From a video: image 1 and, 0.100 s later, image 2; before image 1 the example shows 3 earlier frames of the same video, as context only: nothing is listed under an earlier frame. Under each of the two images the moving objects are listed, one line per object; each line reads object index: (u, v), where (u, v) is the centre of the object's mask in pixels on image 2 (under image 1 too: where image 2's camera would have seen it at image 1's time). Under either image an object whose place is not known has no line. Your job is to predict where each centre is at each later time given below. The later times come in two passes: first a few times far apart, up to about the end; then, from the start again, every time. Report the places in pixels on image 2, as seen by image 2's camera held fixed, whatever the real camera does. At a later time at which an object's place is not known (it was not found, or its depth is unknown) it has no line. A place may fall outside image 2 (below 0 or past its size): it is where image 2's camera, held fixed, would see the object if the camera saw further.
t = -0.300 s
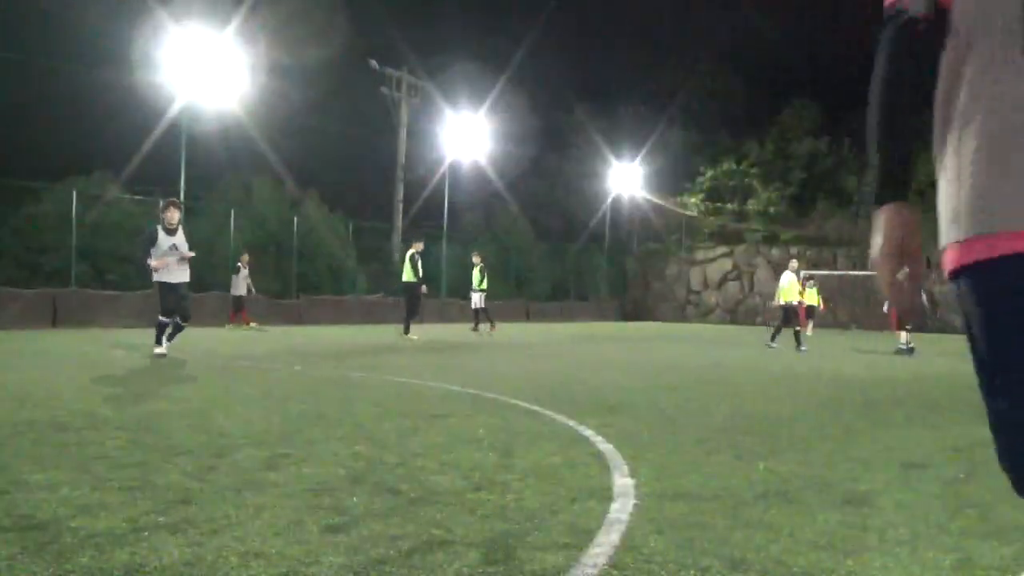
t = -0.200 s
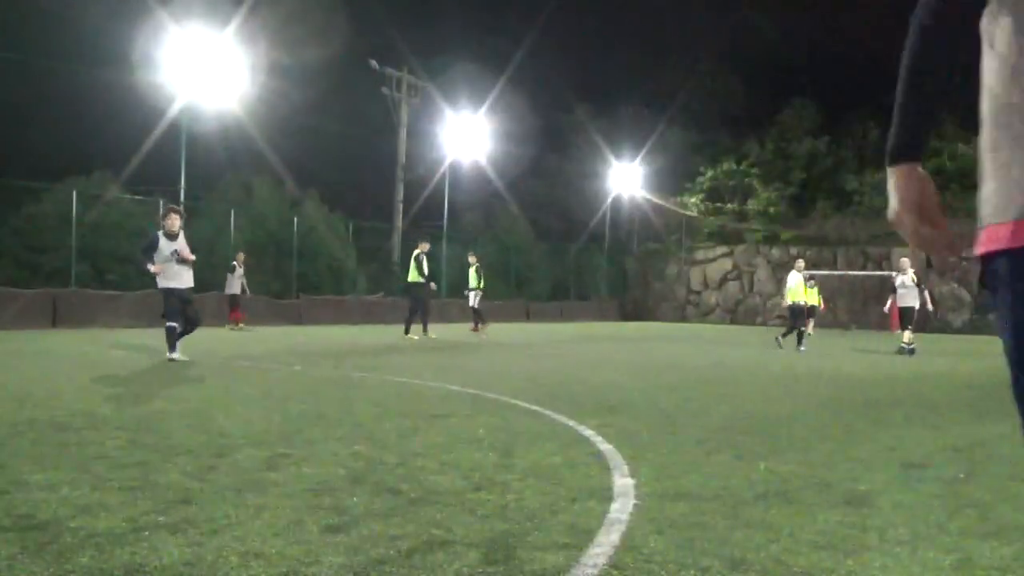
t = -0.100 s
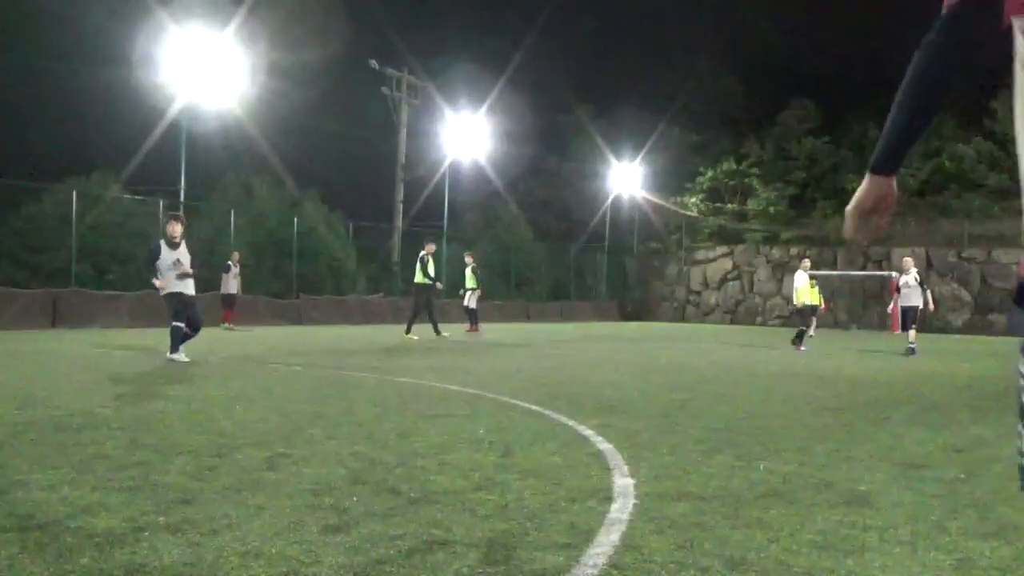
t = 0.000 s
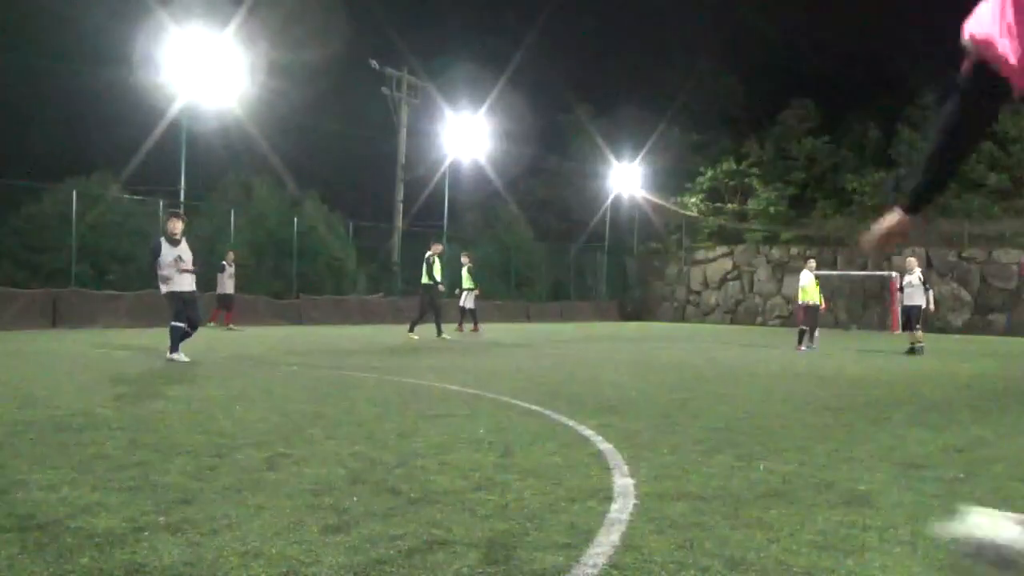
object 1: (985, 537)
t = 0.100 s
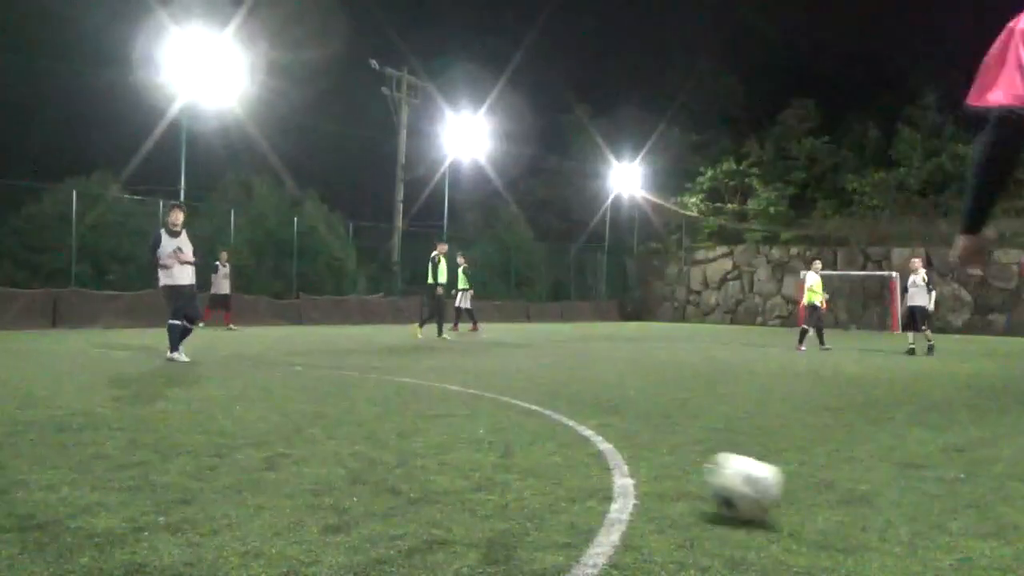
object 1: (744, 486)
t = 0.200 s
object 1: (601, 452)
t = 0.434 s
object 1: (427, 406)
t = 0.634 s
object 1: (352, 389)
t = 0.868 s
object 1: (292, 375)
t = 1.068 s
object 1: (254, 366)
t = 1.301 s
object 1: (218, 357)
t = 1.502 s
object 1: (192, 353)
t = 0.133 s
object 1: (689, 473)
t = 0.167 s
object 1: (640, 463)
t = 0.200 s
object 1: (601, 452)
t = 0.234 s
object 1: (565, 439)
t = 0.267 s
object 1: (537, 430)
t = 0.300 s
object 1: (508, 427)
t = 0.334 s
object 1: (485, 420)
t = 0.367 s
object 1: (464, 413)
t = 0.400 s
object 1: (444, 409)
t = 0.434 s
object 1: (427, 406)
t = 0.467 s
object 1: (412, 403)
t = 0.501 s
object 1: (397, 398)
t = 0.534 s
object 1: (386, 394)
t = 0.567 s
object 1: (373, 392)
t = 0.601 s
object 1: (363, 392)
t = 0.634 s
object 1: (352, 389)
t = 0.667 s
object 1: (342, 385)
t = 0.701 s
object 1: (333, 382)
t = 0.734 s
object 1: (323, 383)
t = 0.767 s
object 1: (315, 380)
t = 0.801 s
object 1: (308, 377)
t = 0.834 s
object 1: (299, 376)
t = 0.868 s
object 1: (292, 375)
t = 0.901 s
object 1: (285, 373)
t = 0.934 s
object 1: (278, 372)
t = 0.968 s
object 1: (272, 371)
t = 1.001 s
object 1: (266, 369)
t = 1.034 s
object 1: (259, 368)
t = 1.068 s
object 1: (254, 366)
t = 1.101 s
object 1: (248, 365)
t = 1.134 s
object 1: (243, 364)
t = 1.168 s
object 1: (237, 362)
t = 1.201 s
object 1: (232, 362)
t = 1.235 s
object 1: (227, 360)
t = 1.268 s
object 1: (223, 359)
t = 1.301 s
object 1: (218, 357)
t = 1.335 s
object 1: (213, 355)
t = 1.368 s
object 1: (209, 355)
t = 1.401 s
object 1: (205, 355)
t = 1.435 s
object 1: (201, 353)
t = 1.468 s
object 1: (197, 352)
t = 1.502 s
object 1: (192, 353)
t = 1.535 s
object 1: (190, 351)
